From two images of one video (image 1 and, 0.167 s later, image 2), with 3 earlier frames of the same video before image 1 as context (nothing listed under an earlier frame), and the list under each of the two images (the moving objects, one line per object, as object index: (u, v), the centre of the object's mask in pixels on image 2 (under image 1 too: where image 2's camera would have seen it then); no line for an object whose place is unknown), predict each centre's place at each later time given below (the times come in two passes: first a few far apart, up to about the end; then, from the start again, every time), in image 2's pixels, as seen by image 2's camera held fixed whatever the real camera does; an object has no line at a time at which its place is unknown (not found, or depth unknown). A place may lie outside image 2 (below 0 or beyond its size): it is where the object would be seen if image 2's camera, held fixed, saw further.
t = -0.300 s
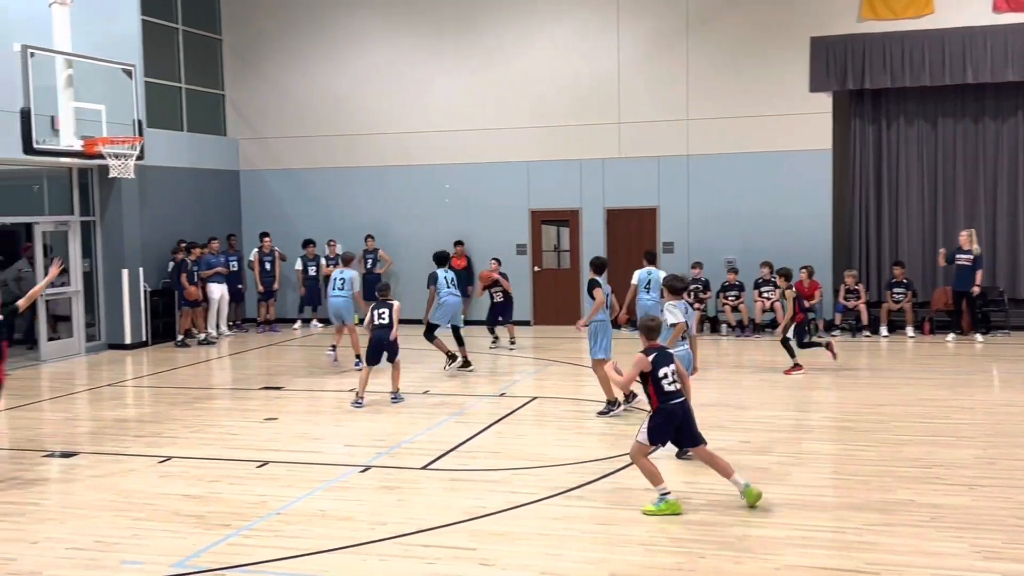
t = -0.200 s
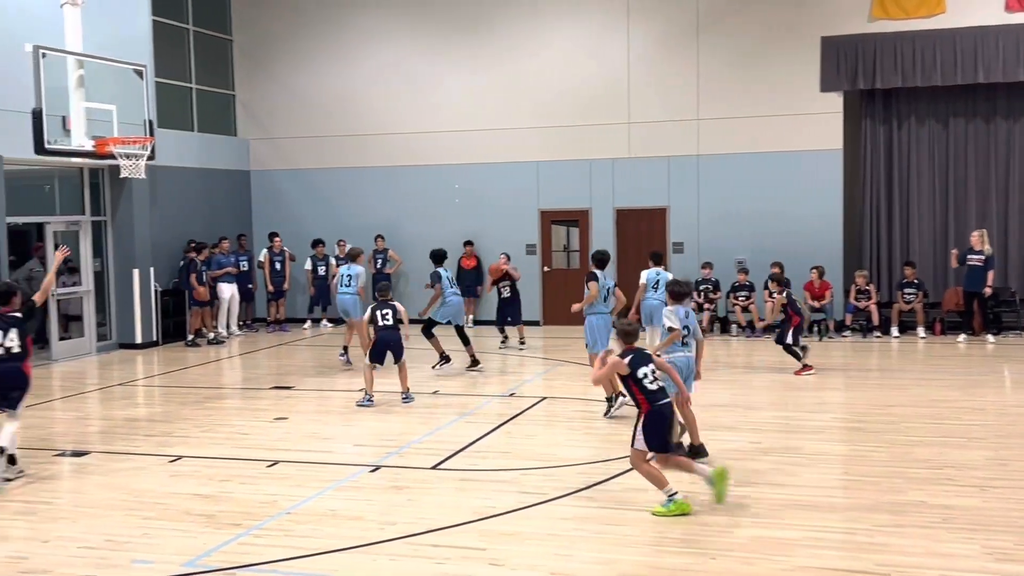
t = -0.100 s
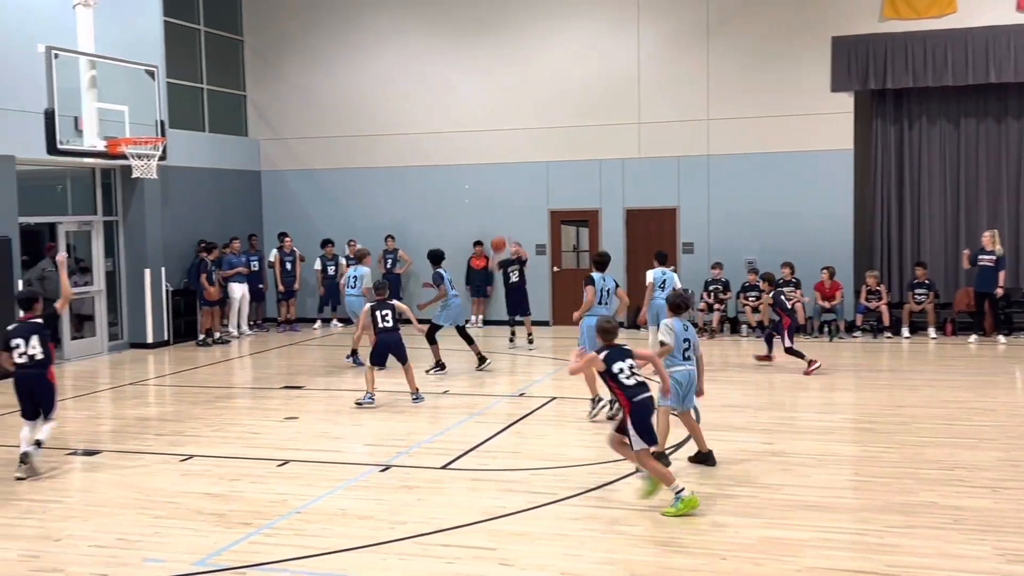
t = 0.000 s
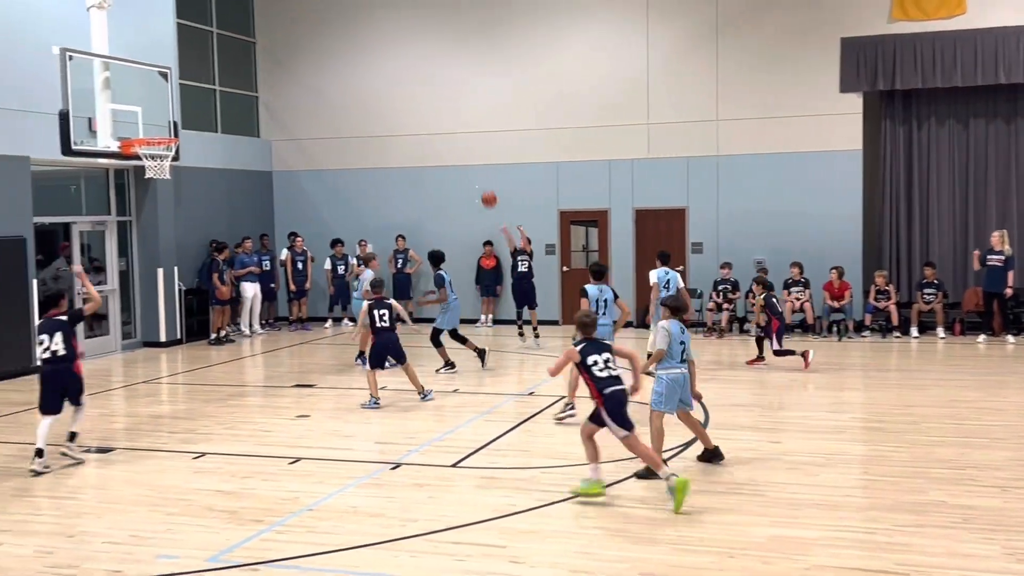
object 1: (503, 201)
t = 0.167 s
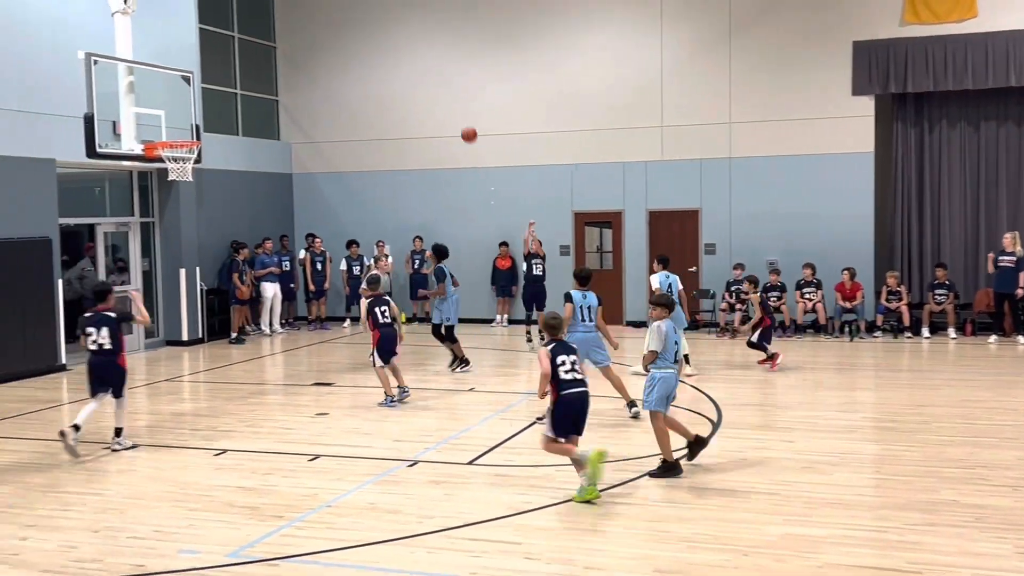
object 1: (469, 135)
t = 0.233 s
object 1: (454, 112)
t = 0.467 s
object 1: (401, 54)
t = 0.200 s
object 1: (462, 123)
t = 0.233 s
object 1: (454, 112)
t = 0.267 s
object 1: (447, 102)
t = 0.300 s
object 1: (440, 92)
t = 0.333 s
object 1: (432, 84)
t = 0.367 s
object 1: (424, 75)
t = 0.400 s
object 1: (417, 67)
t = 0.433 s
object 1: (408, 60)
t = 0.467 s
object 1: (401, 54)
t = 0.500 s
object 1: (393, 48)
